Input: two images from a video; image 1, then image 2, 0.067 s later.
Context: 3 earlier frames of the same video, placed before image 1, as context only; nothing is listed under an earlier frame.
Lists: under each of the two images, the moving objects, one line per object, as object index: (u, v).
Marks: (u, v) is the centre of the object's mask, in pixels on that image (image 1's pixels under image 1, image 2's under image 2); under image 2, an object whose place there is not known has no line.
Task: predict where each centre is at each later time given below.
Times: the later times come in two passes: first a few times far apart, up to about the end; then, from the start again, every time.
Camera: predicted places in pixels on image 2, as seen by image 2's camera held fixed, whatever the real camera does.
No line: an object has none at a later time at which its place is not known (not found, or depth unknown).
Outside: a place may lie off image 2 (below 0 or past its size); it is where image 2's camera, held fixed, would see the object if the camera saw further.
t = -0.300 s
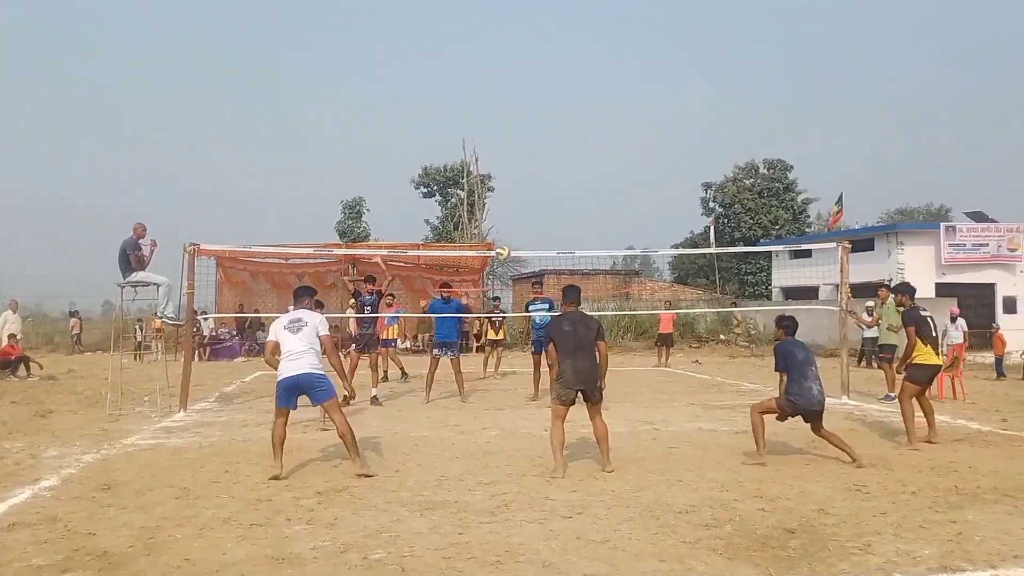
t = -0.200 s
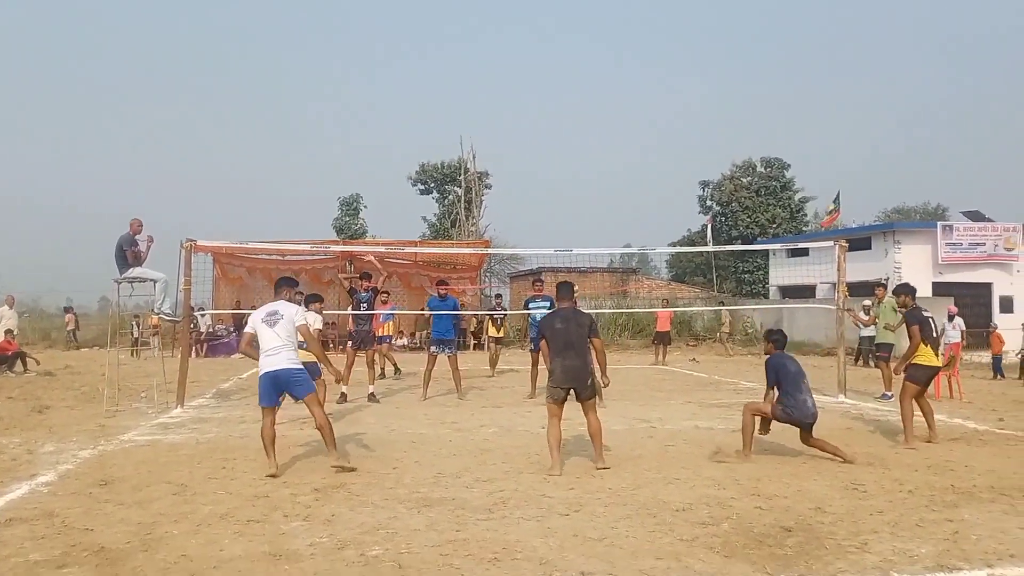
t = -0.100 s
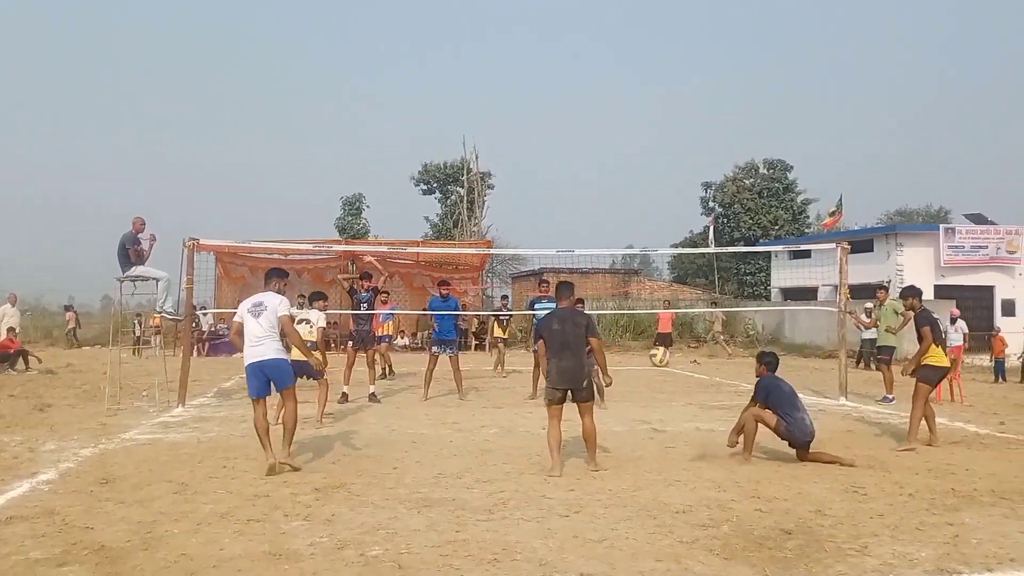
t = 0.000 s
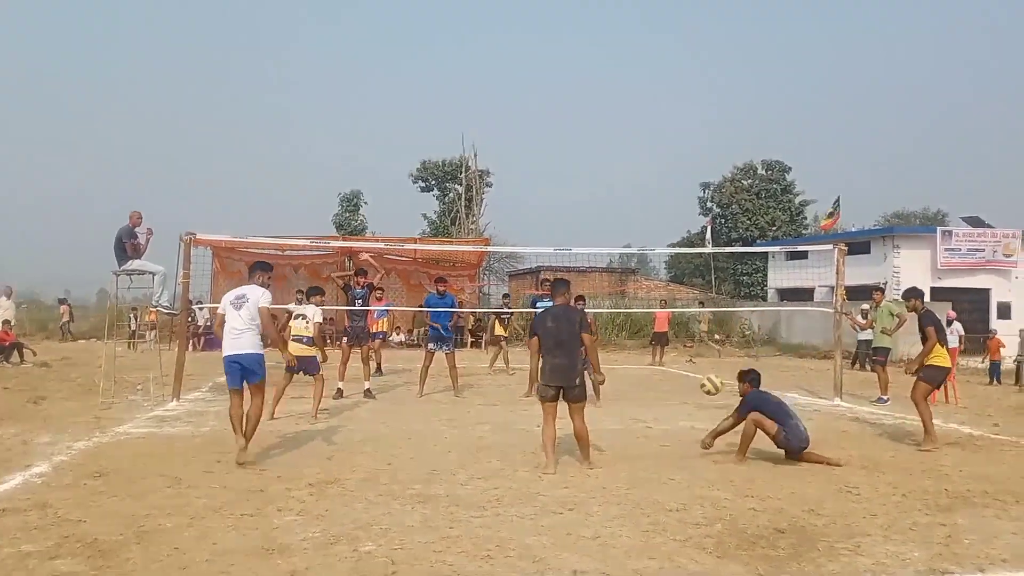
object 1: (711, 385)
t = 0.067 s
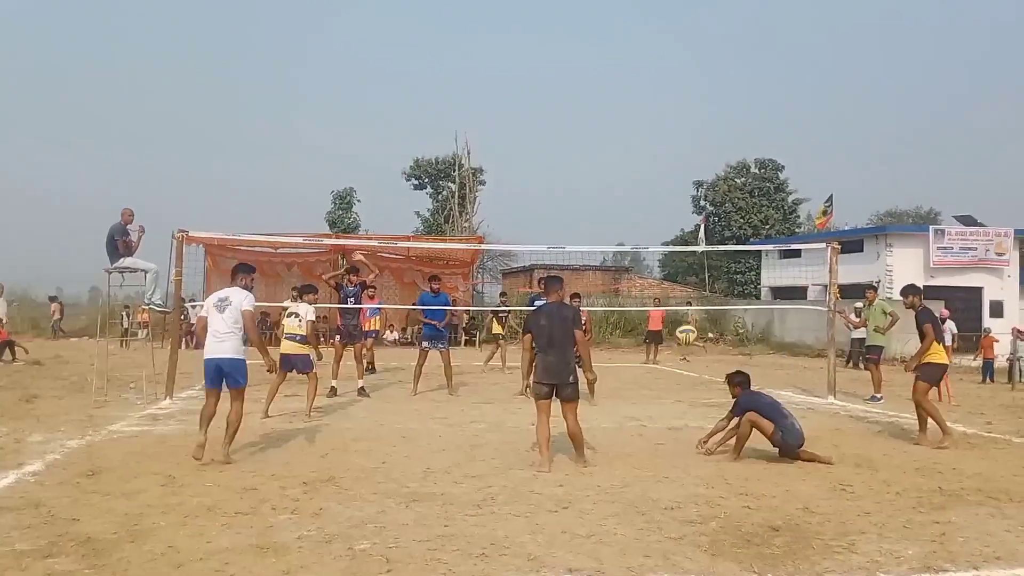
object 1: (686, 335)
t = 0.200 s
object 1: (654, 259)
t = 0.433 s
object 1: (608, 184)
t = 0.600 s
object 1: (580, 163)
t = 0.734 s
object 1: (561, 164)
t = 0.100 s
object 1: (678, 313)
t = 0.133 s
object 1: (669, 293)
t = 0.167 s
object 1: (662, 275)
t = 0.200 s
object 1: (654, 259)
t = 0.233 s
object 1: (646, 244)
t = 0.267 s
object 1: (639, 231)
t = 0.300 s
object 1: (633, 220)
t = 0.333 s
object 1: (626, 209)
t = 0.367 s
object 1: (620, 199)
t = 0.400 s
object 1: (614, 190)
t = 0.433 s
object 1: (608, 184)
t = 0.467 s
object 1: (601, 177)
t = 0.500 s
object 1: (596, 172)
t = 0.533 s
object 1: (591, 168)
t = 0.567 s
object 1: (585, 165)
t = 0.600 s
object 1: (580, 163)
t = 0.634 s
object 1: (575, 162)
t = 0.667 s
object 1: (570, 161)
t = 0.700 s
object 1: (565, 162)
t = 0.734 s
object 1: (561, 164)
